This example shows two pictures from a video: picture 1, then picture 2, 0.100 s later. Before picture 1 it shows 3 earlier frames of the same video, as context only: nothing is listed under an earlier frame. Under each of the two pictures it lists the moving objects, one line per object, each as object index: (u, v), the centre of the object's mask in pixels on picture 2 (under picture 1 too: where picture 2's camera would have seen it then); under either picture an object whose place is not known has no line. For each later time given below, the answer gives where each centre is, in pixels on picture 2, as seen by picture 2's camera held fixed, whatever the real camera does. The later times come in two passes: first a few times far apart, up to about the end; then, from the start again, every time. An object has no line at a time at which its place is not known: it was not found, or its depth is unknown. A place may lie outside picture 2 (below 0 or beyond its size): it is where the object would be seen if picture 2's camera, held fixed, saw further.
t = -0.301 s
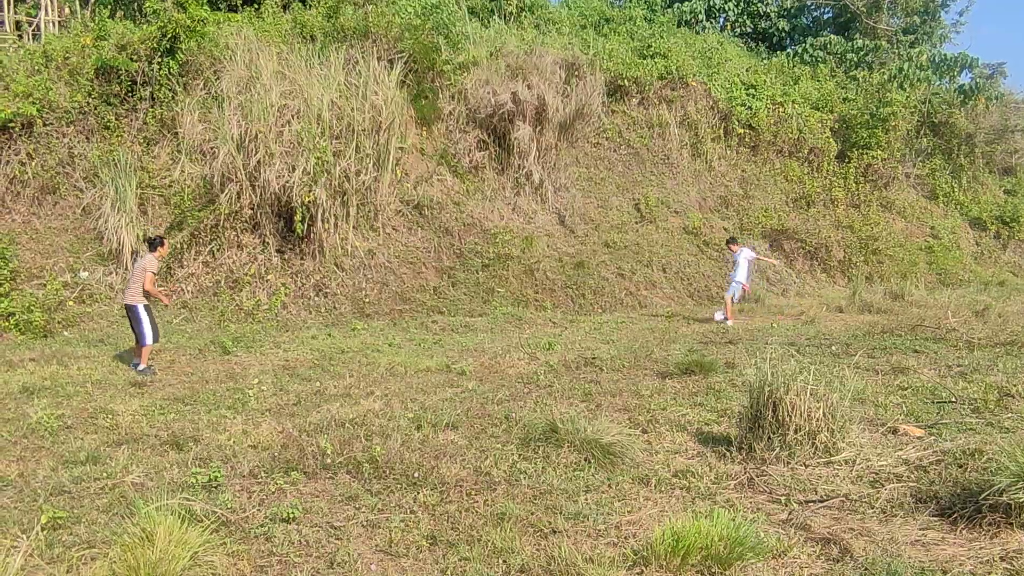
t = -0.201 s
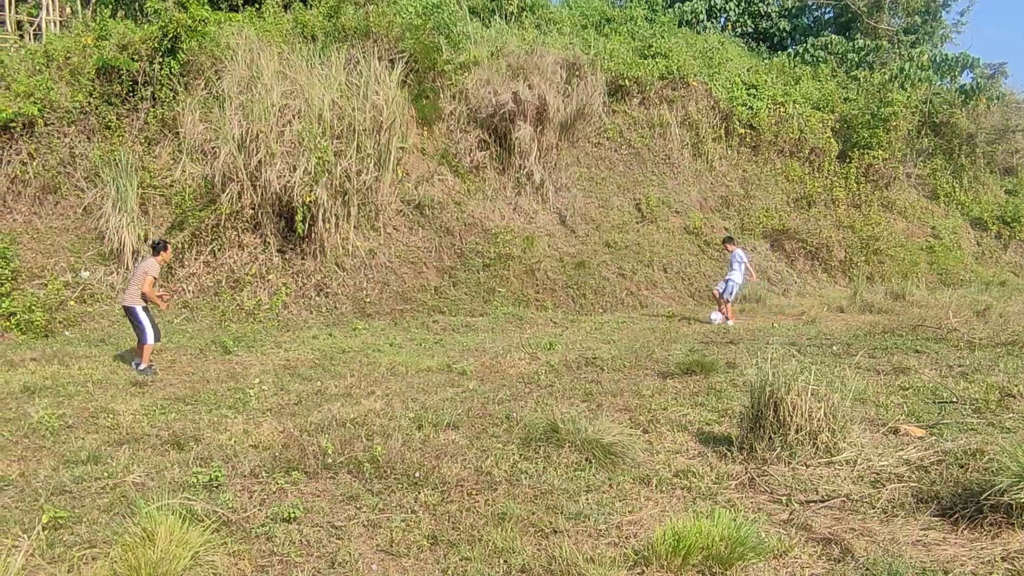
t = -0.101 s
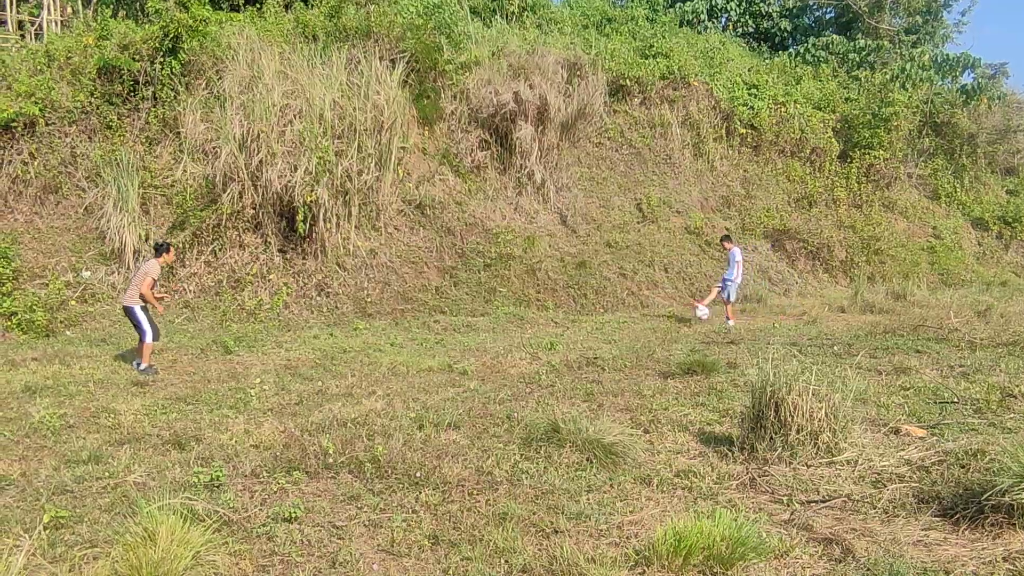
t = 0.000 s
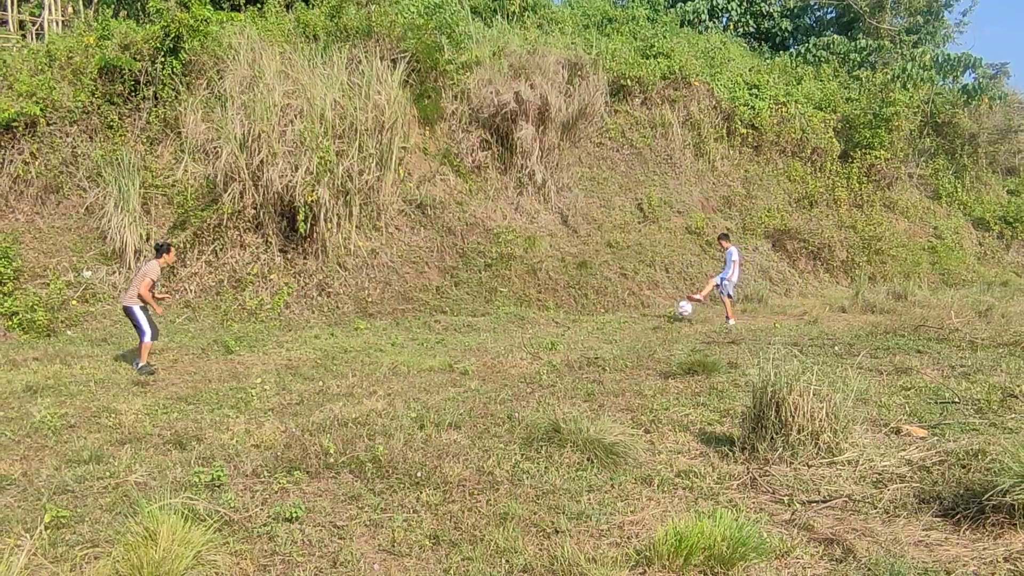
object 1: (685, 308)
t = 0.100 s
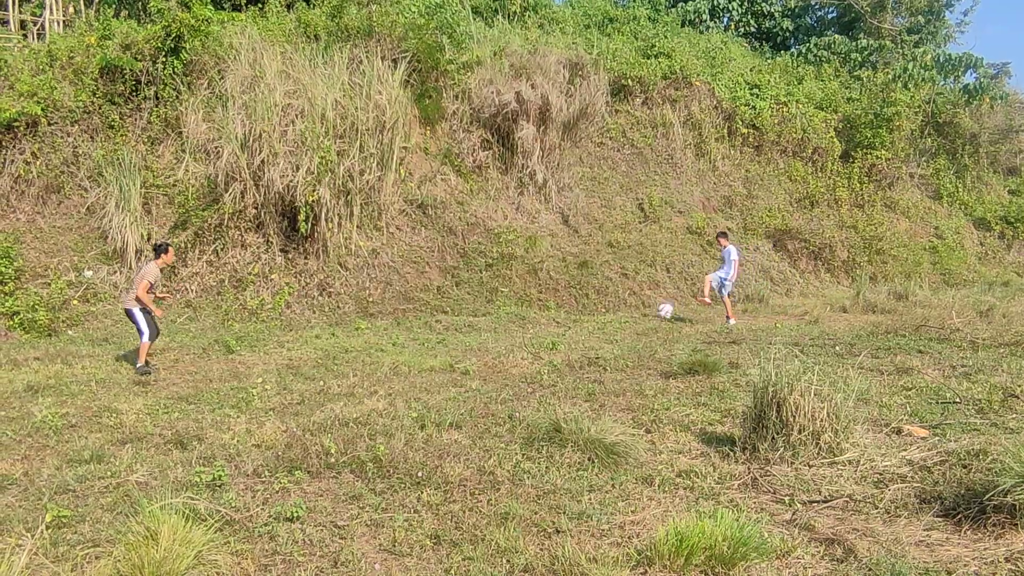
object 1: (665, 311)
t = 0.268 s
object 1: (630, 337)
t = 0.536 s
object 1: (581, 338)
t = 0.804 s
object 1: (535, 336)
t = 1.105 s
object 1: (485, 367)
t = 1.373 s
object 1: (425, 362)
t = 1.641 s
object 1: (342, 421)
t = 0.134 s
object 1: (659, 315)
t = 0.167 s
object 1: (652, 319)
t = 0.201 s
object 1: (646, 324)
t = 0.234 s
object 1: (638, 331)
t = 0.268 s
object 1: (630, 337)
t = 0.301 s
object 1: (624, 339)
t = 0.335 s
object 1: (618, 336)
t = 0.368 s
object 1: (612, 333)
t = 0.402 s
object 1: (606, 333)
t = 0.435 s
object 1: (600, 333)
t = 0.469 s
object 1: (594, 333)
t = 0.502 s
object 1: (587, 334)
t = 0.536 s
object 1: (581, 338)
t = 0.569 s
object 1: (575, 341)
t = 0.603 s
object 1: (568, 346)
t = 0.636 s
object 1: (560, 352)
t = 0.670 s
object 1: (555, 351)
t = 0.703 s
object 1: (550, 347)
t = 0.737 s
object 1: (546, 341)
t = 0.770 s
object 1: (540, 338)
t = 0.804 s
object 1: (535, 336)
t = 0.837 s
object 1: (531, 334)
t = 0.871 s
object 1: (525, 333)
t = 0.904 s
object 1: (520, 335)
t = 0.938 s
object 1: (514, 337)
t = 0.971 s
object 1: (509, 339)
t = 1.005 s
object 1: (503, 344)
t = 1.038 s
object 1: (497, 351)
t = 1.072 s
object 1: (491, 359)
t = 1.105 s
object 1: (485, 367)
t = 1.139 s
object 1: (478, 378)
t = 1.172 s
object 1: (470, 382)
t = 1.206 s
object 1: (464, 377)
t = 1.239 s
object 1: (457, 370)
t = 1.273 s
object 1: (449, 365)
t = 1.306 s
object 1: (441, 362)
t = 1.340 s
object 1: (433, 362)
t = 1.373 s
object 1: (425, 362)
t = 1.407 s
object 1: (416, 363)
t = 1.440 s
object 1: (407, 366)
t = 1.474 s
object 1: (395, 371)
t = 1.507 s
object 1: (385, 379)
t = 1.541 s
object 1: (375, 388)
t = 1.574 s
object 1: (365, 398)
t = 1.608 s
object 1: (353, 409)
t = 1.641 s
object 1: (342, 421)
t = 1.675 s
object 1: (332, 425)
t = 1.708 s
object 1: (323, 426)
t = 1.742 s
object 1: (314, 426)
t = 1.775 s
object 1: (303, 426)
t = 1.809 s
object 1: (293, 428)
